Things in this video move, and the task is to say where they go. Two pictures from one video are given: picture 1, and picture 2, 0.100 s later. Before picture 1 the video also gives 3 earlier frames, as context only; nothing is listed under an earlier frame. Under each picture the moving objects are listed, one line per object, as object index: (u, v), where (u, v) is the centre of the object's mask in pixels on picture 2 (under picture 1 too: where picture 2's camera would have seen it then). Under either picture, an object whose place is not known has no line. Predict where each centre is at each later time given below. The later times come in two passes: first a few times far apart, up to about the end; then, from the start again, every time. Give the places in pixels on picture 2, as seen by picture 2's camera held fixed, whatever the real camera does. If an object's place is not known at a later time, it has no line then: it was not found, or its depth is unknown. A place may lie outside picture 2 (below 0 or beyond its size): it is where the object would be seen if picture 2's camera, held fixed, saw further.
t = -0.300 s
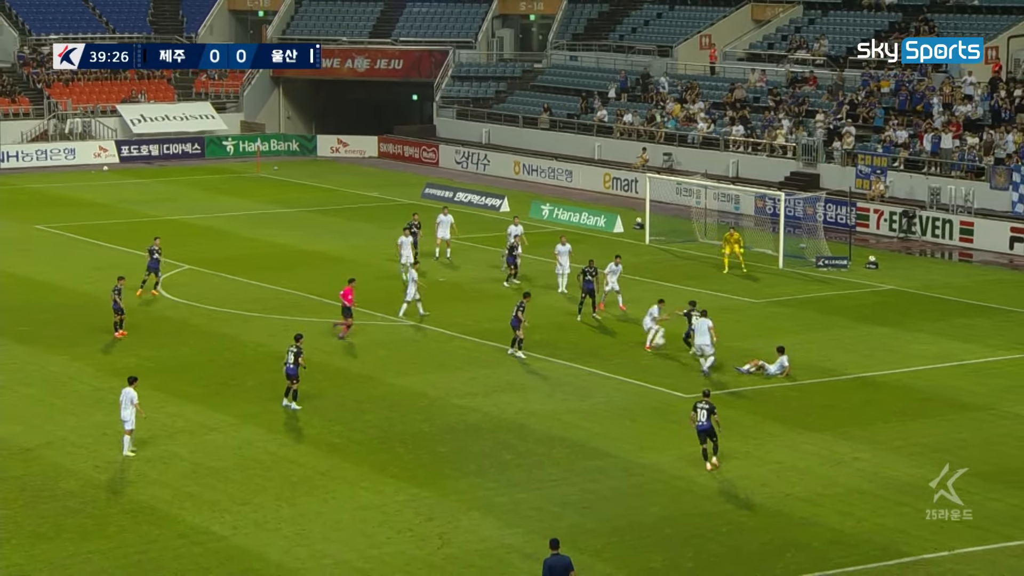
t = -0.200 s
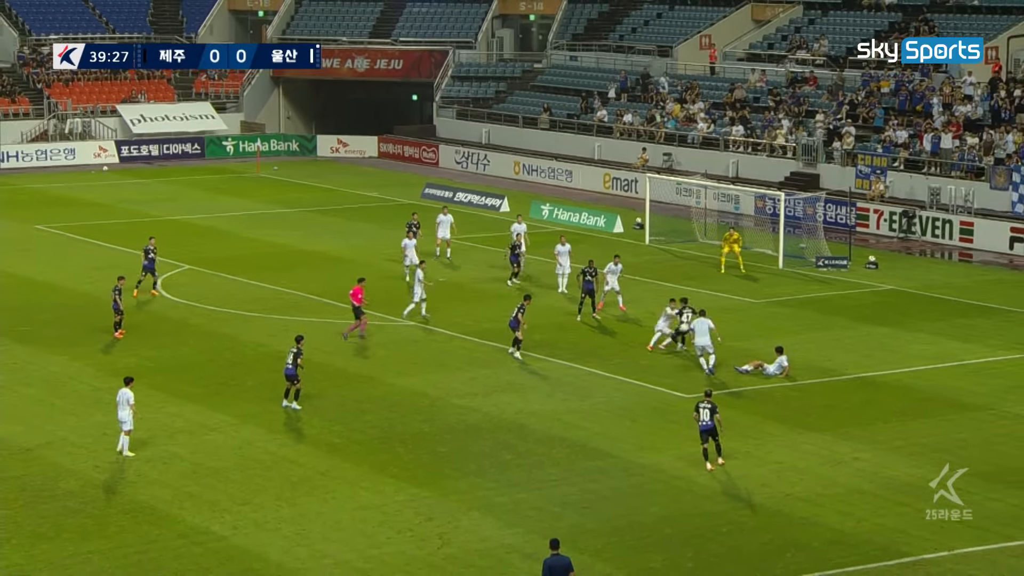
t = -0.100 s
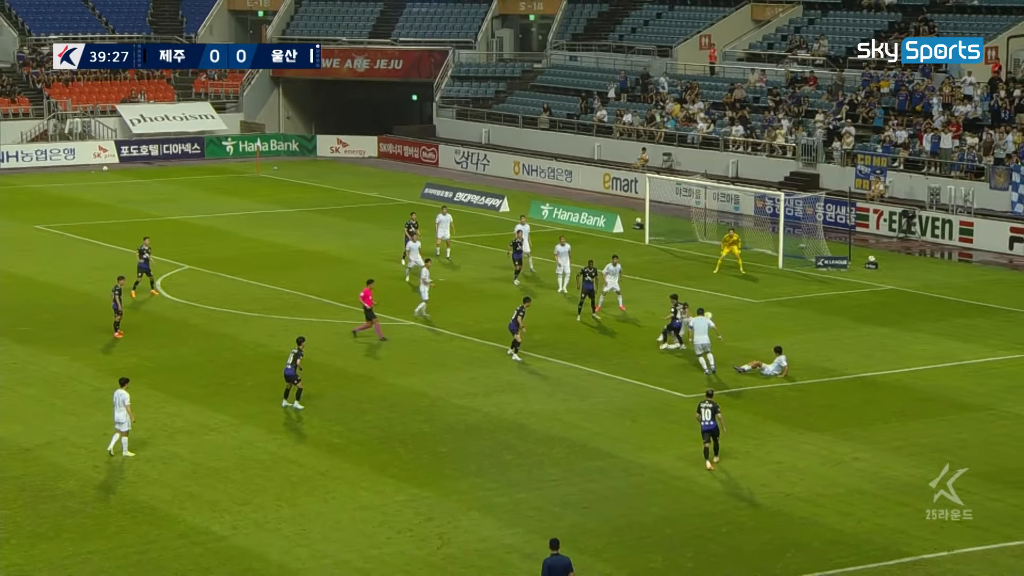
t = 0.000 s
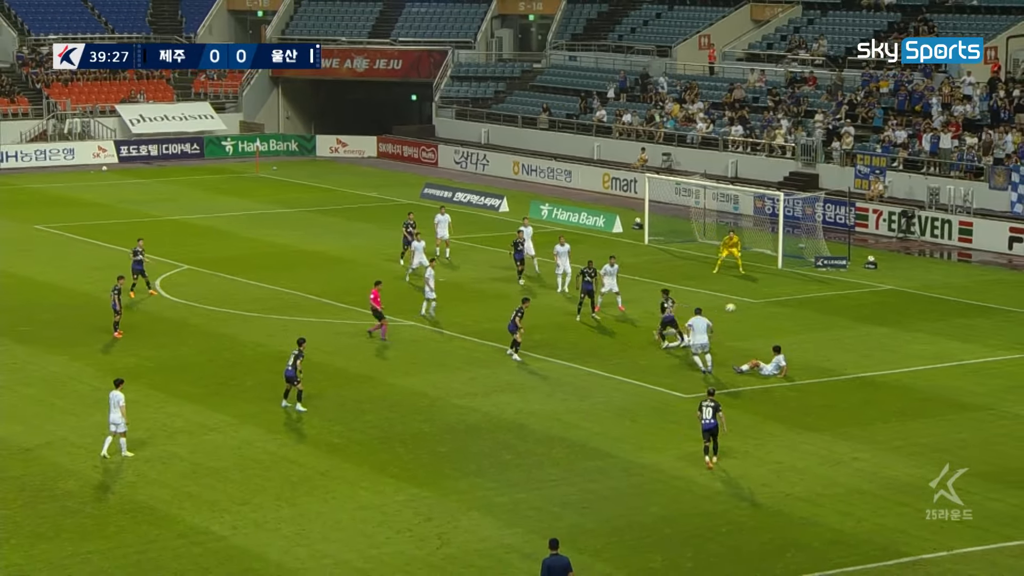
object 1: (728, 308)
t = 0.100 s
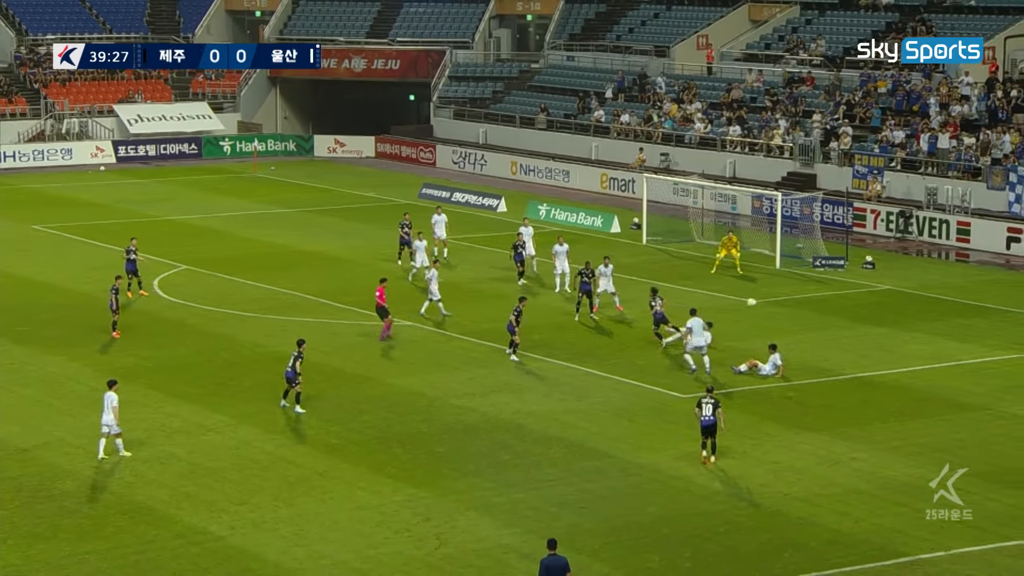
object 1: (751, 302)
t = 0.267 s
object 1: (789, 300)
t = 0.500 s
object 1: (842, 312)
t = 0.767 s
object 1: (901, 349)
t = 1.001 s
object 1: (954, 402)
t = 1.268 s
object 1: (1002, 408)
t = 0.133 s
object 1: (759, 301)
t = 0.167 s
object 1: (766, 300)
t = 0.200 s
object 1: (774, 300)
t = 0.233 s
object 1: (782, 300)
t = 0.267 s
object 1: (789, 300)
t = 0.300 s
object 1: (797, 300)
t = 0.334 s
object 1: (804, 302)
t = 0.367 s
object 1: (812, 303)
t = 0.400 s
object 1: (819, 305)
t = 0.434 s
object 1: (827, 307)
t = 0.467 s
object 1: (834, 309)
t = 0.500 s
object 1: (842, 312)
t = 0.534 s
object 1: (850, 316)
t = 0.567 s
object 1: (857, 319)
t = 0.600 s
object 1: (864, 323)
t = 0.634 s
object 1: (872, 327)
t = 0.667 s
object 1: (879, 332)
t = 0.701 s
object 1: (887, 337)
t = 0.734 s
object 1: (894, 343)
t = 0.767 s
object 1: (901, 349)
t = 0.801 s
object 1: (909, 355)
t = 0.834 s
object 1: (917, 362)
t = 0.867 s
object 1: (924, 369)
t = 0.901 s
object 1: (931, 376)
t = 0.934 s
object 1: (939, 385)
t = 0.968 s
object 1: (946, 393)
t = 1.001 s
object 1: (954, 402)
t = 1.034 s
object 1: (961, 412)
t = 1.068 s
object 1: (969, 422)
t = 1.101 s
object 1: (975, 425)
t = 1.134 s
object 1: (981, 420)
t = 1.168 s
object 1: (986, 416)
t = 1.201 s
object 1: (992, 413)
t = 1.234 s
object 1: (997, 410)
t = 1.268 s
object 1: (1002, 408)
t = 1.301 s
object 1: (1008, 406)
